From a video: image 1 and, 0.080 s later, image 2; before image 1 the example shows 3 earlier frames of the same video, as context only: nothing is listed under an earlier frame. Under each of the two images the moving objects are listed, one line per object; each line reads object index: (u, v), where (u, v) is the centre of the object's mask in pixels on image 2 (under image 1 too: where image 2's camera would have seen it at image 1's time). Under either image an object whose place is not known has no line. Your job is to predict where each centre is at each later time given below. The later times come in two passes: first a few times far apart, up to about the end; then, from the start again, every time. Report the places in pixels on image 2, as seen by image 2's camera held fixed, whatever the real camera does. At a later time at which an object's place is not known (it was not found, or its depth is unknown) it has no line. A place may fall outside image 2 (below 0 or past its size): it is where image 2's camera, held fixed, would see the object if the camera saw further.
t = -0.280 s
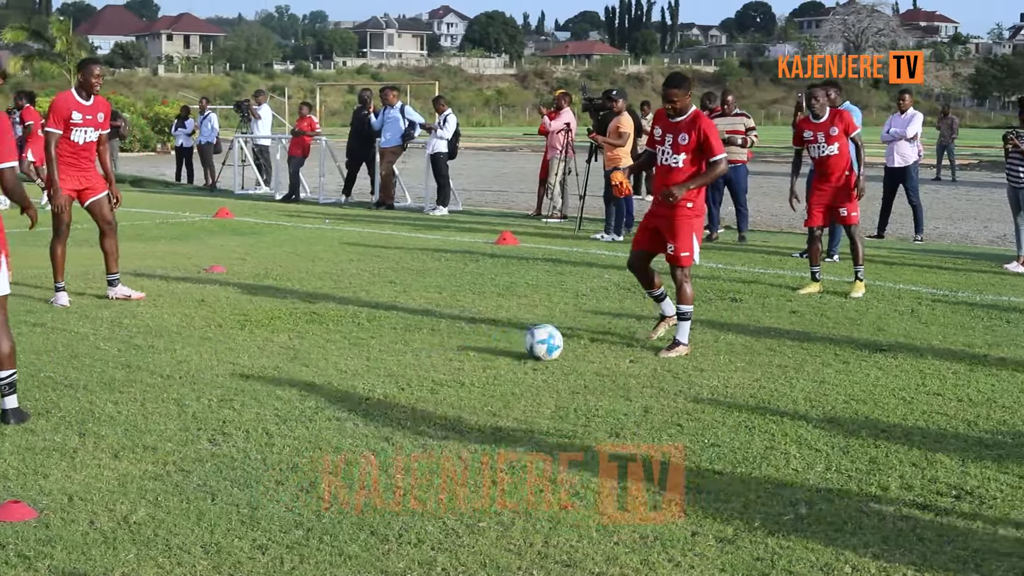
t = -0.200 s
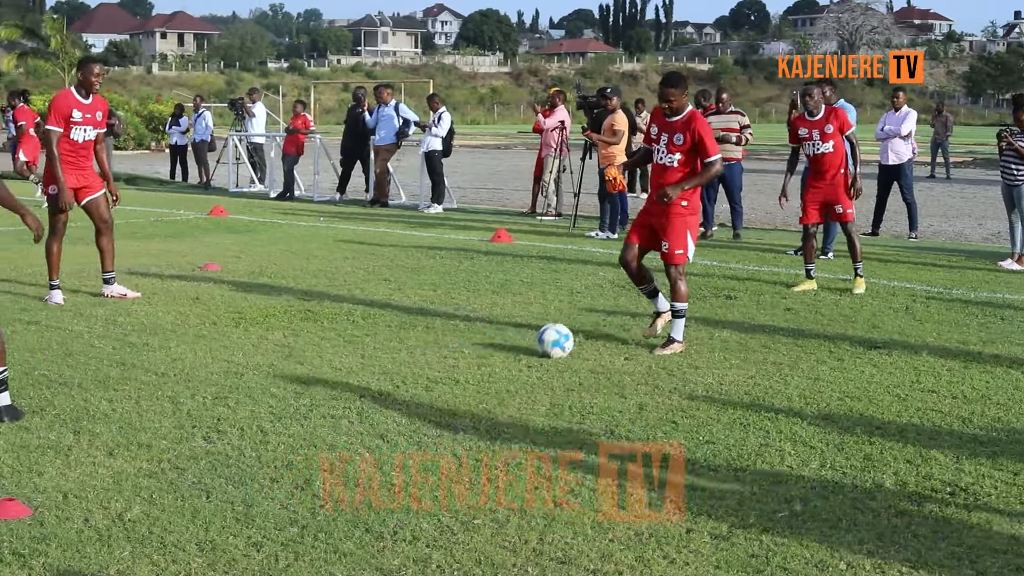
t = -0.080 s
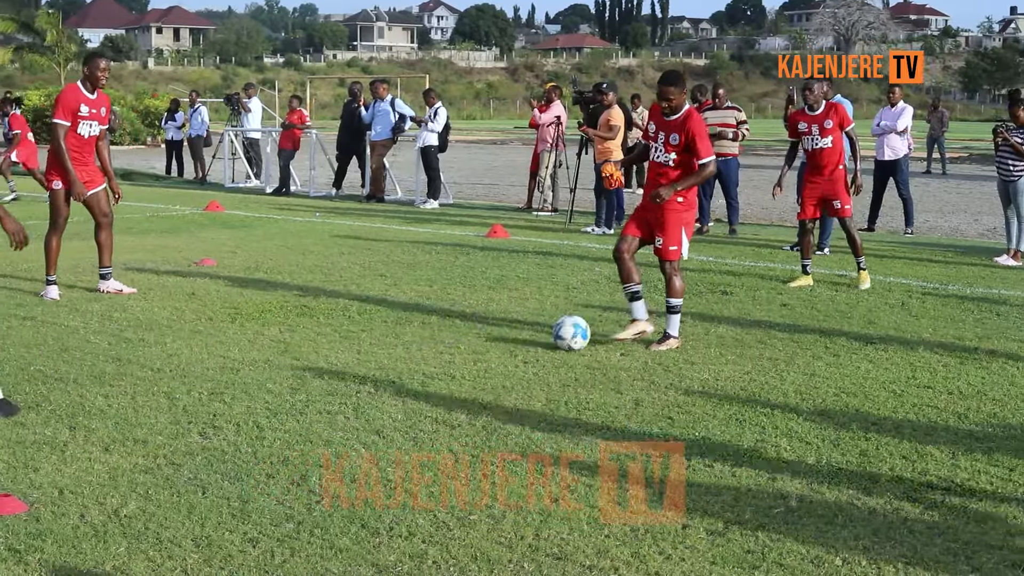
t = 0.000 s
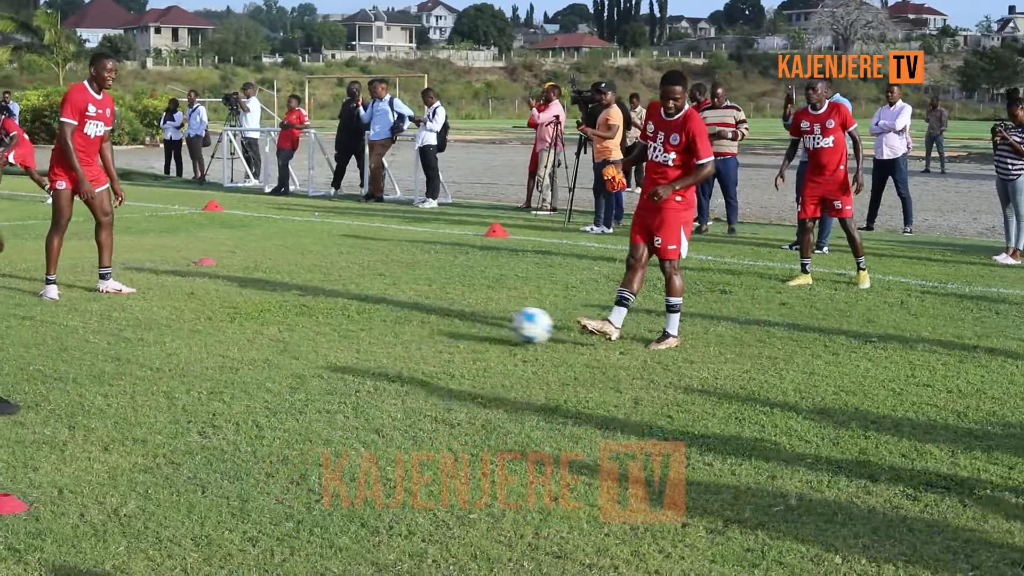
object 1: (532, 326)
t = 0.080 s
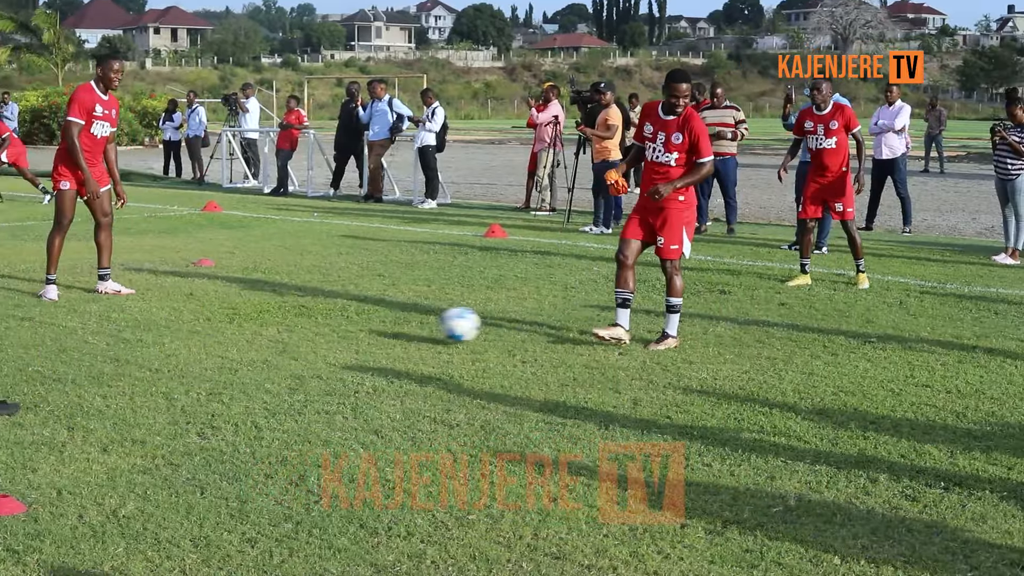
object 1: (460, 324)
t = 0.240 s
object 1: (333, 324)
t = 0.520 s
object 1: (170, 318)
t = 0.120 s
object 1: (424, 327)
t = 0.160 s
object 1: (390, 329)
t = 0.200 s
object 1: (361, 326)
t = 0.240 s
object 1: (333, 324)
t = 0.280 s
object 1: (306, 324)
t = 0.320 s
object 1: (278, 325)
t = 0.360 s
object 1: (254, 323)
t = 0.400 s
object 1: (231, 321)
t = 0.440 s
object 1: (212, 318)
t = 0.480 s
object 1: (190, 317)
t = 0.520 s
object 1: (170, 318)
